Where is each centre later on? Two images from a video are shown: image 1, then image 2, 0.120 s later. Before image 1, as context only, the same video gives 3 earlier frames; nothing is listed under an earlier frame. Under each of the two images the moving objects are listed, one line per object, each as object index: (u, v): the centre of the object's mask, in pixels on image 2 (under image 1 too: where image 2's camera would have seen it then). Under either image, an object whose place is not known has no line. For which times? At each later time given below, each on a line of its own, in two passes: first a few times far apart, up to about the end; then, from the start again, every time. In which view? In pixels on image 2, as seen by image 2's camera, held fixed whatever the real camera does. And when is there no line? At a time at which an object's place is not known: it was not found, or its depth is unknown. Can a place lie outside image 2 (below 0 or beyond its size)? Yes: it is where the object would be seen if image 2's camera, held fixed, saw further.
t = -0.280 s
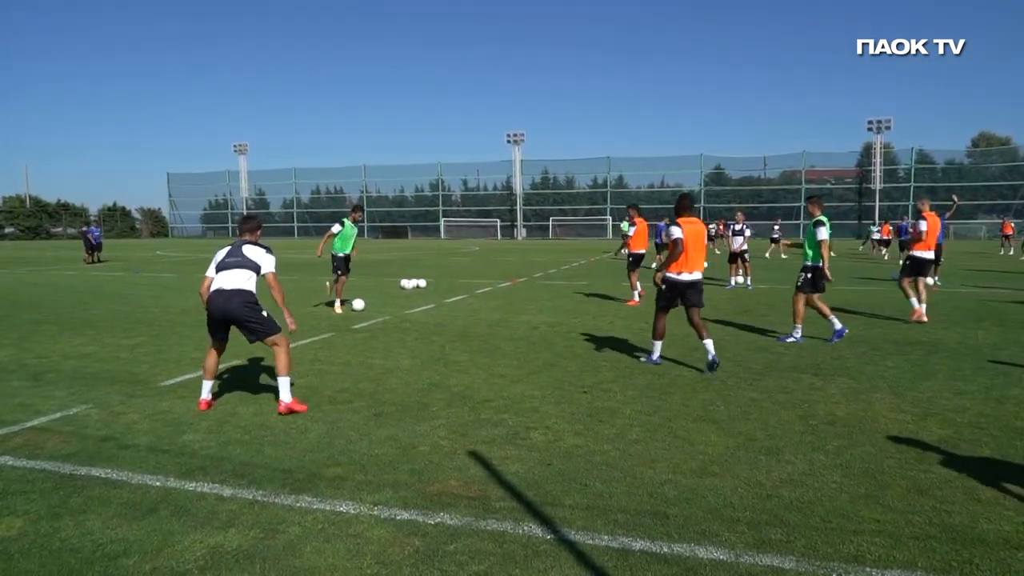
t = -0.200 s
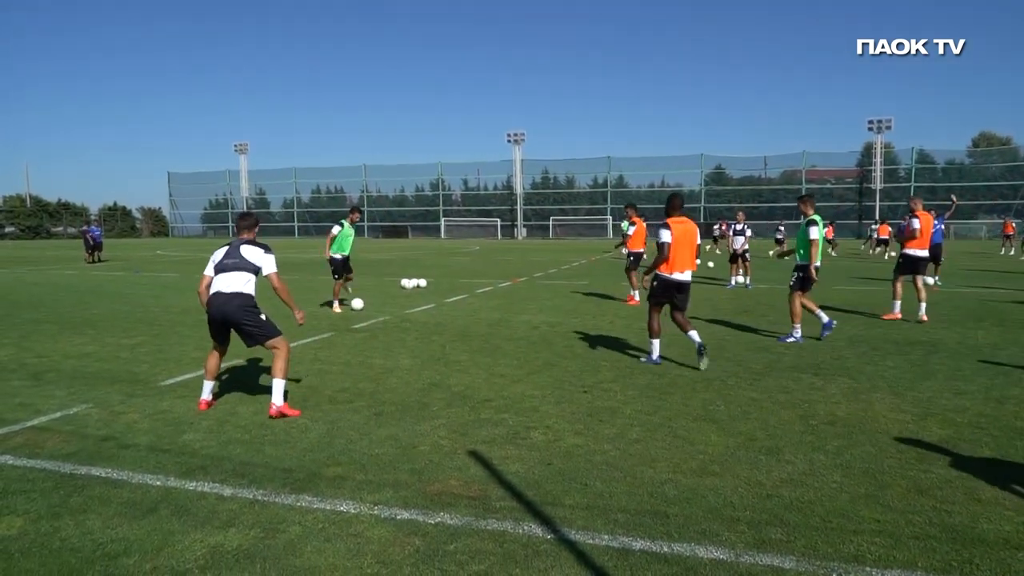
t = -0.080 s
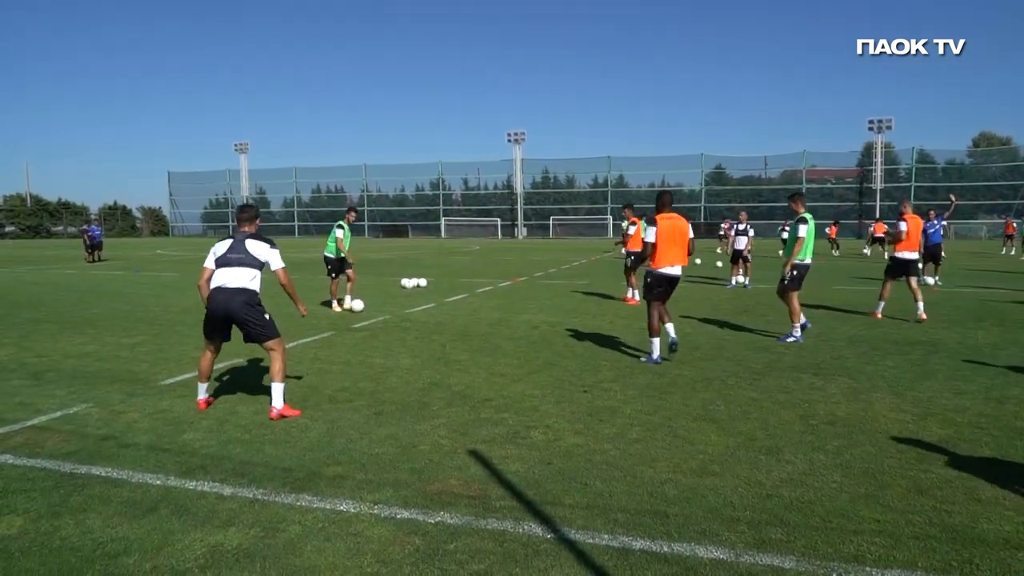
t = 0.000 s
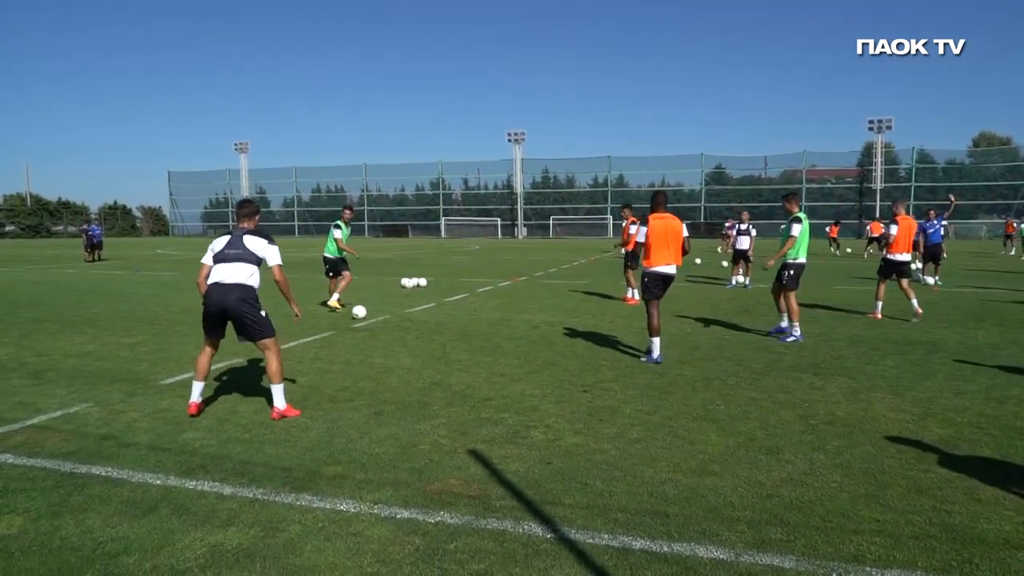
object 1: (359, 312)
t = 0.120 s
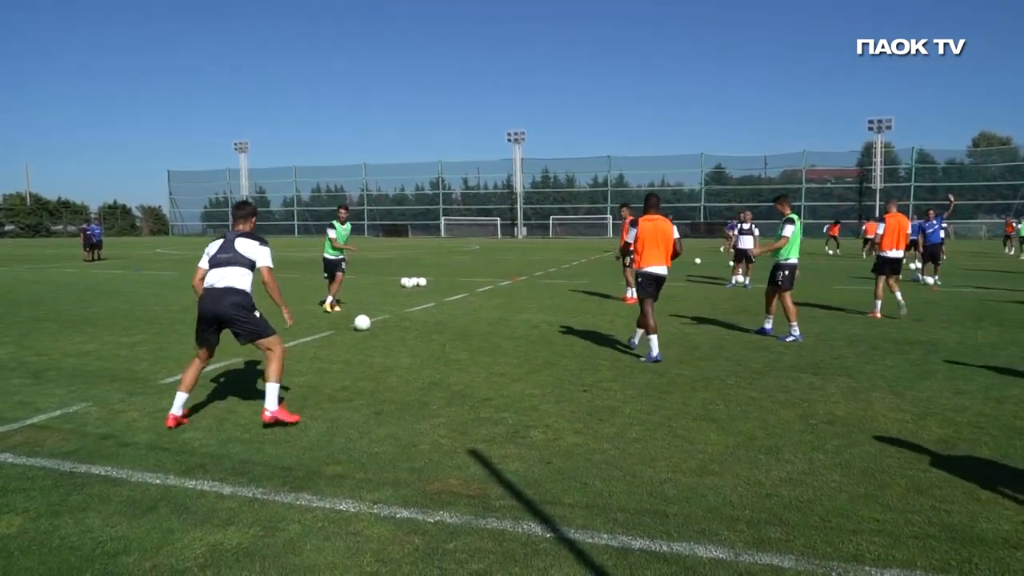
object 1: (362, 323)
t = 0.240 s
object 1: (366, 336)
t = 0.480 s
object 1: (379, 371)
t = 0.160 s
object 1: (364, 327)
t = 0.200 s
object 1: (365, 332)
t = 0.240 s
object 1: (366, 336)
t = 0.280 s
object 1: (368, 341)
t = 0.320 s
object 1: (370, 347)
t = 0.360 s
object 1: (372, 352)
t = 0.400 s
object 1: (374, 358)
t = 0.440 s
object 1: (376, 365)
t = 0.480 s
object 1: (379, 371)
